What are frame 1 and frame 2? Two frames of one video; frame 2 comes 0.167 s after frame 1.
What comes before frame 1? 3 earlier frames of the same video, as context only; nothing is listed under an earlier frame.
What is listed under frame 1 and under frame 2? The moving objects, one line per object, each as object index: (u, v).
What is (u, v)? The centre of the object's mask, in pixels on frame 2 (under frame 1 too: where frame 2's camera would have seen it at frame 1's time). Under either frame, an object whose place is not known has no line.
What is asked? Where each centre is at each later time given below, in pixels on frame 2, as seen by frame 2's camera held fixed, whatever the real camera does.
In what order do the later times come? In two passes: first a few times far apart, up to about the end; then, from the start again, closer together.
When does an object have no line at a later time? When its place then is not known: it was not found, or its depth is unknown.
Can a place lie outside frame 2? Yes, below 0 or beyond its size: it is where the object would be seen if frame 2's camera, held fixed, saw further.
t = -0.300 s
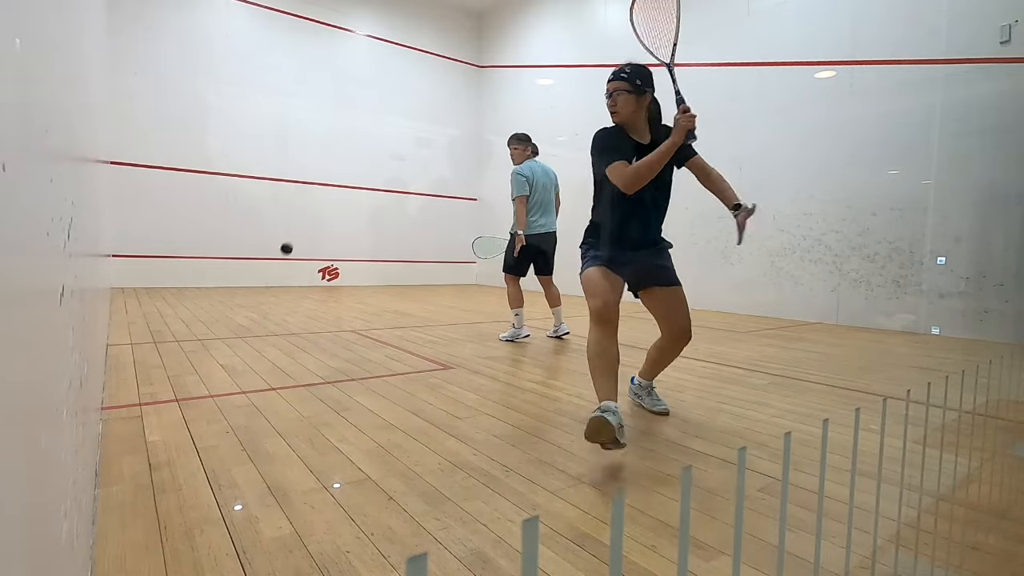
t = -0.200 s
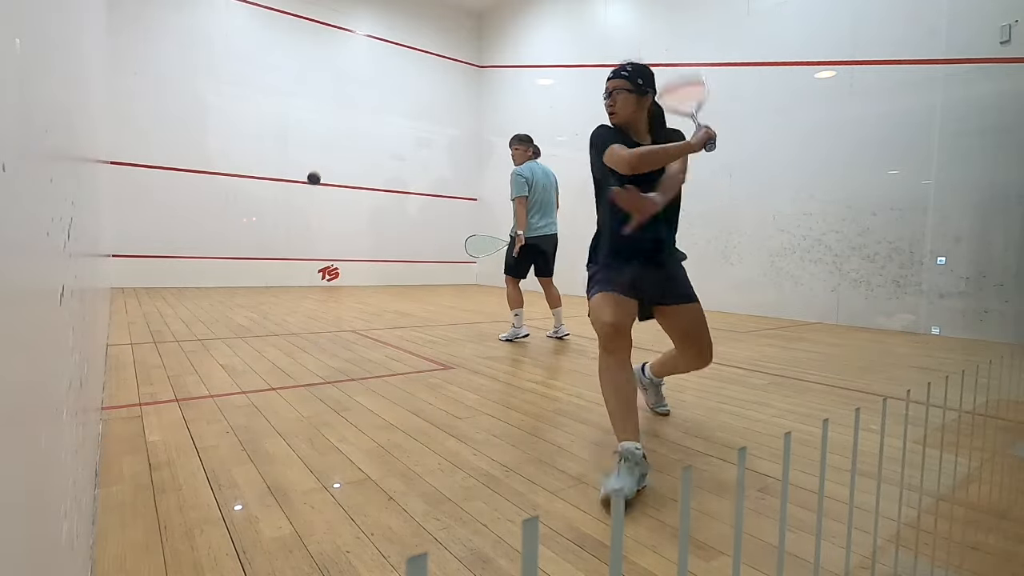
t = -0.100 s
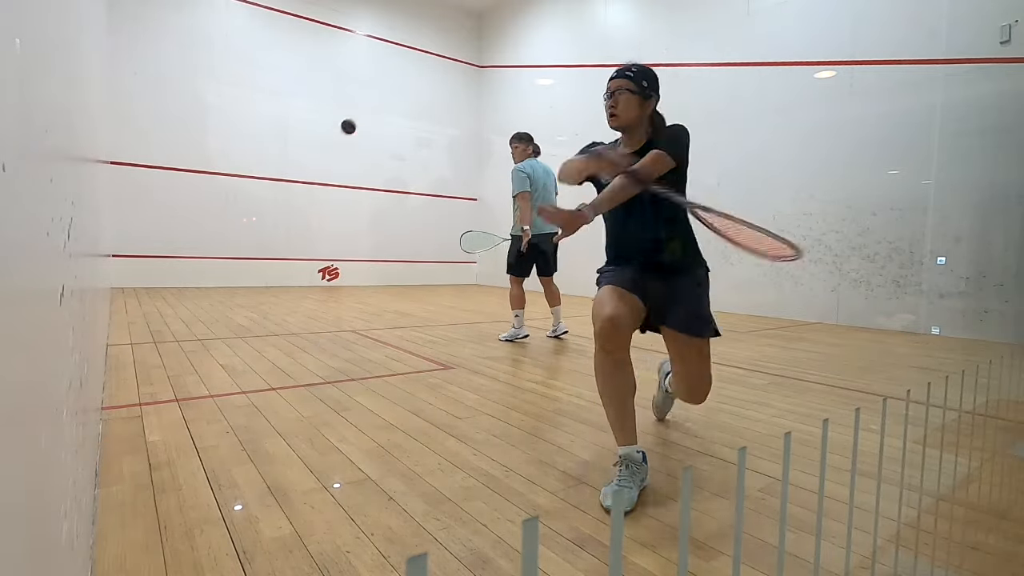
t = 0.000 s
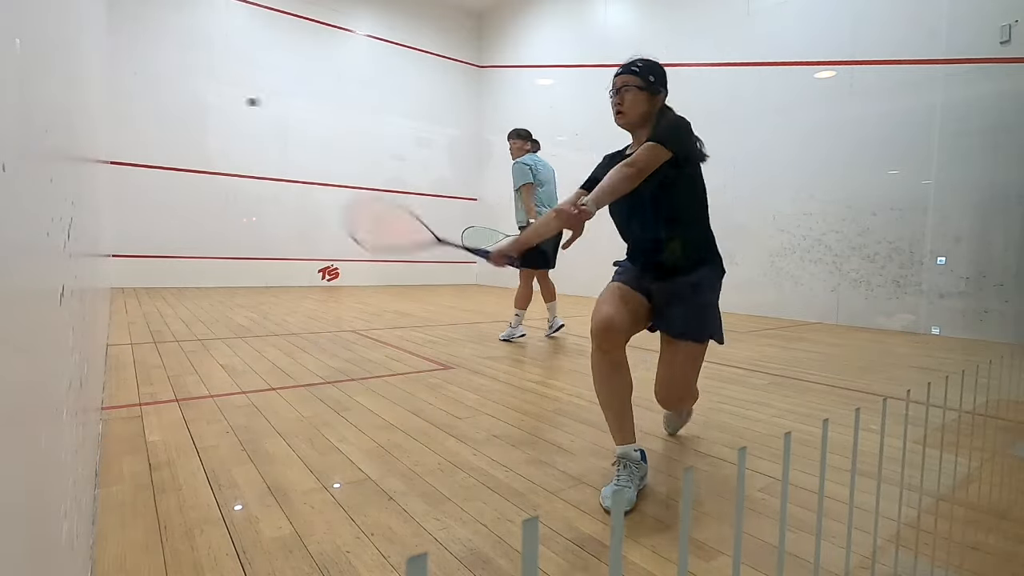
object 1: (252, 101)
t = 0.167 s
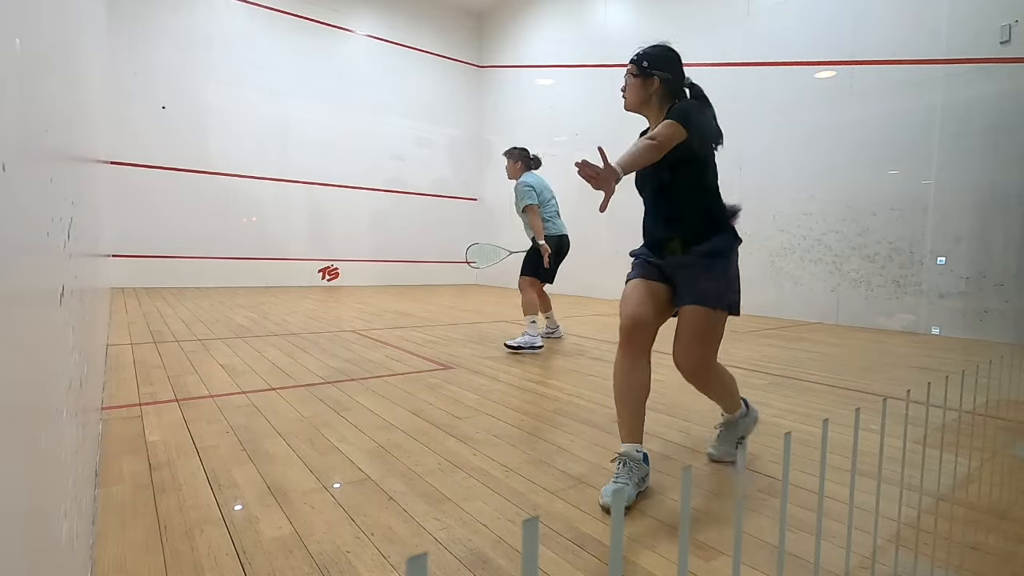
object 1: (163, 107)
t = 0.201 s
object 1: (157, 110)
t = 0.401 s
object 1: (160, 74)
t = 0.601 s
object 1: (169, 48)
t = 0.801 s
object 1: (184, 57)
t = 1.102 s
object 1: (252, 312)
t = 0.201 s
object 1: (157, 110)
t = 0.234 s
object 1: (155, 108)
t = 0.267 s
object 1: (156, 101)
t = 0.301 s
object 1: (157, 94)
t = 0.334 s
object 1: (158, 87)
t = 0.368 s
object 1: (159, 80)
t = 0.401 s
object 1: (160, 74)
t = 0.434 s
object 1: (161, 68)
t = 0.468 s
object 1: (162, 62)
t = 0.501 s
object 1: (164, 58)
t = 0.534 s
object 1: (165, 54)
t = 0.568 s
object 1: (167, 50)
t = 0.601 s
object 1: (169, 48)
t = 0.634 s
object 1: (170, 46)
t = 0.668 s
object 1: (173, 45)
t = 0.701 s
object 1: (175, 46)
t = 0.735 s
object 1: (178, 48)
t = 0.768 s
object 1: (181, 51)
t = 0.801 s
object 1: (184, 57)
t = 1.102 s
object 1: (252, 312)
